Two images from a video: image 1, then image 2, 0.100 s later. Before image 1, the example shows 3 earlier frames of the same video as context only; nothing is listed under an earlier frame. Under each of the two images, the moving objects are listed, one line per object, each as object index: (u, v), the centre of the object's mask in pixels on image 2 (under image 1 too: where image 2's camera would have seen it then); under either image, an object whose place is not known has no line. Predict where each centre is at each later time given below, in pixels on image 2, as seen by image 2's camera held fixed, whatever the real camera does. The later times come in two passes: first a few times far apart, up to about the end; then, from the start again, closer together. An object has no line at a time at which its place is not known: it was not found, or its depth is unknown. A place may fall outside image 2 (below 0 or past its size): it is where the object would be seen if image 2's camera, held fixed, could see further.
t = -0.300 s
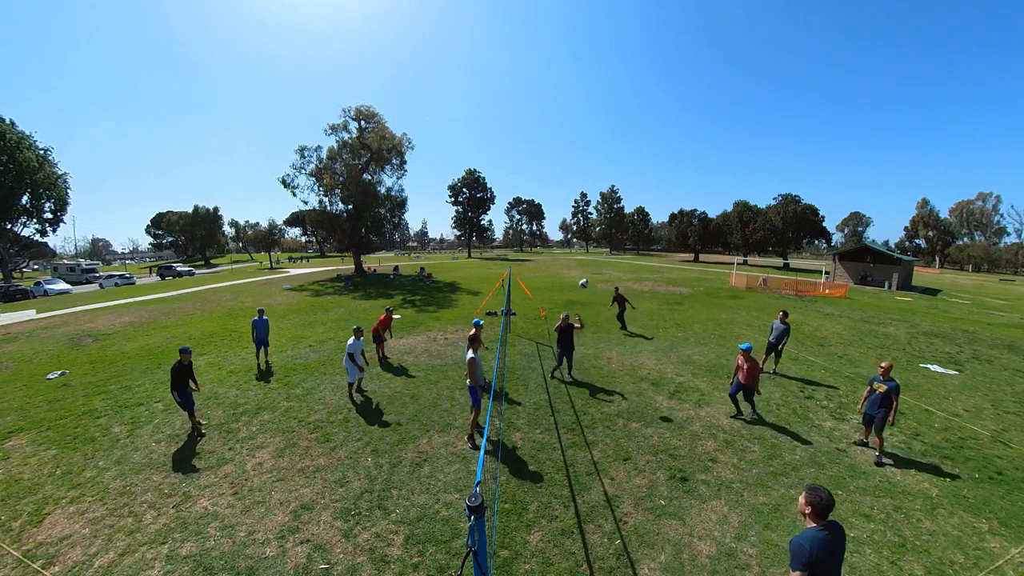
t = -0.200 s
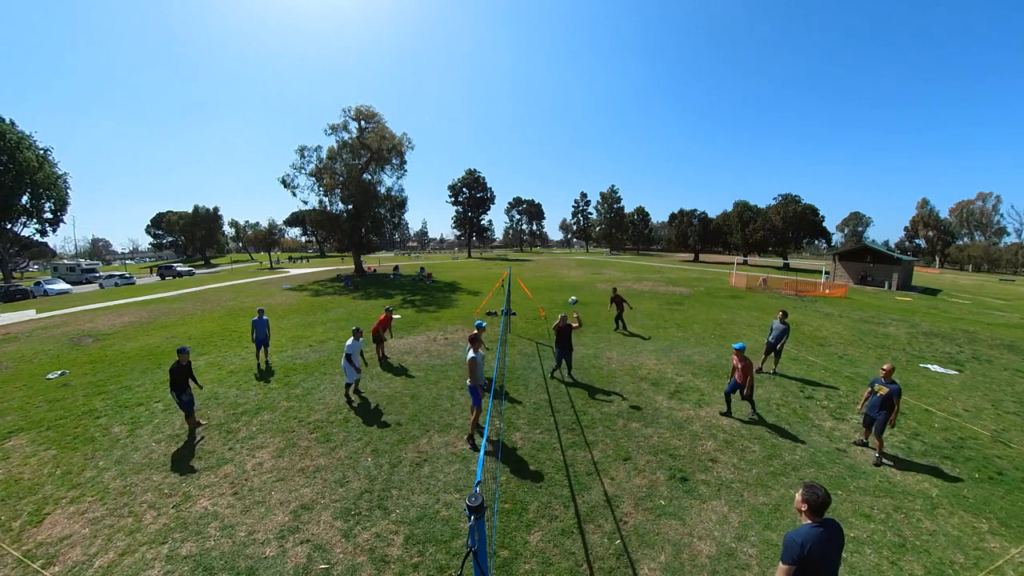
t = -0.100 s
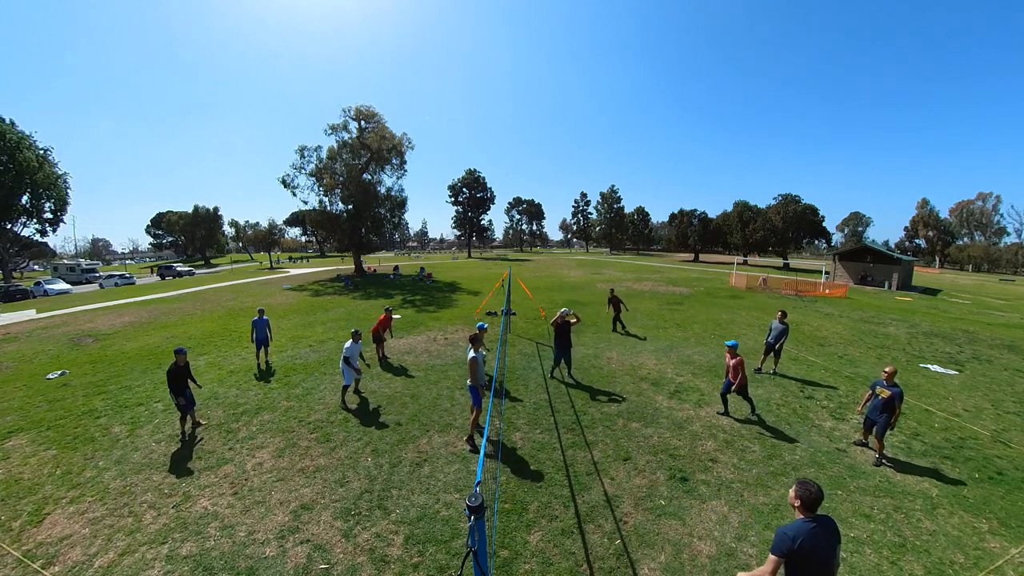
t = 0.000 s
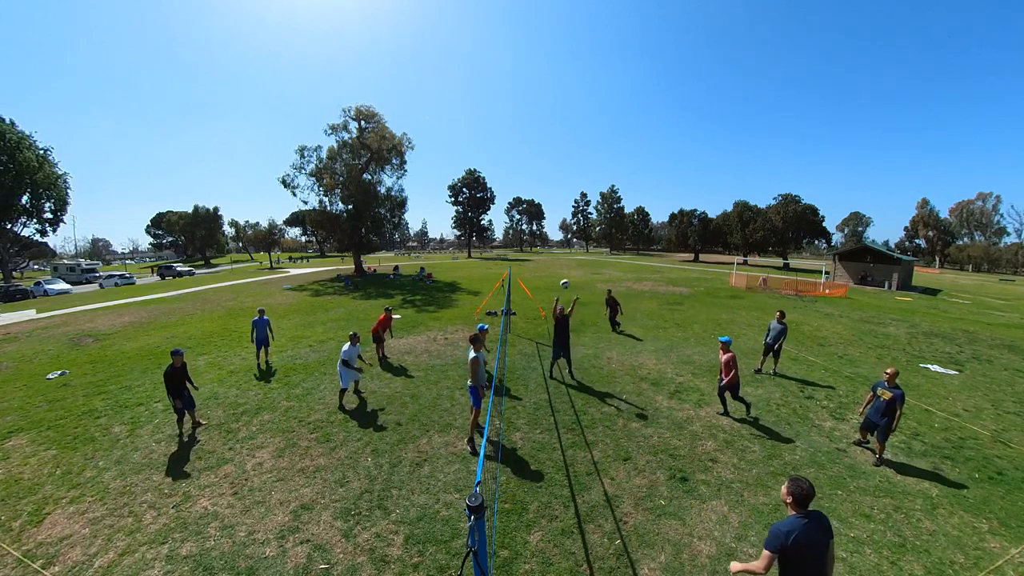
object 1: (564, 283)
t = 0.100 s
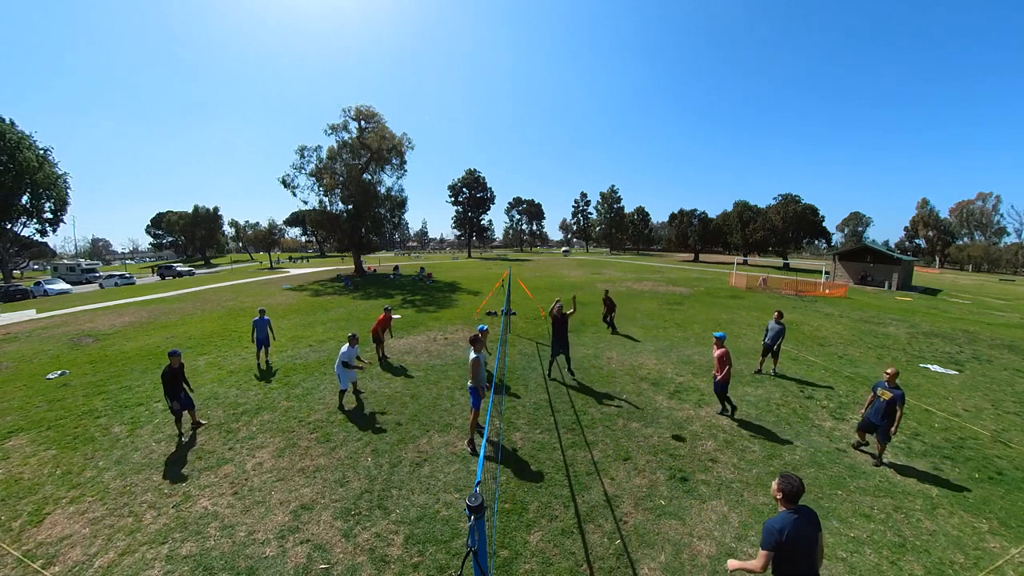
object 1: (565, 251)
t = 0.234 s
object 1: (567, 211)
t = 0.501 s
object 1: (569, 148)
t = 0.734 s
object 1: (571, 117)
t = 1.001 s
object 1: (576, 120)
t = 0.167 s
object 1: (566, 231)
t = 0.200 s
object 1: (567, 221)
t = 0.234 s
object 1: (567, 211)
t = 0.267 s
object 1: (567, 202)
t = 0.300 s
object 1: (567, 193)
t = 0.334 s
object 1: (568, 185)
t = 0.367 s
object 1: (568, 176)
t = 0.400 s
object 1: (568, 169)
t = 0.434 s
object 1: (568, 161)
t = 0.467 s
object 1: (569, 155)
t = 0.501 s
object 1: (569, 148)
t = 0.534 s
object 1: (569, 142)
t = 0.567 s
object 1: (569, 136)
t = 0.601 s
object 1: (570, 131)
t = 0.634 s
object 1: (570, 127)
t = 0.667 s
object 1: (571, 123)
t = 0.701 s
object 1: (571, 120)
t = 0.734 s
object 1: (571, 117)
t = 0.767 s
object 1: (572, 115)
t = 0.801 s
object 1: (572, 114)
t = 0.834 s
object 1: (573, 113)
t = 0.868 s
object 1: (573, 113)
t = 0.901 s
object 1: (574, 113)
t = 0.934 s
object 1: (574, 115)
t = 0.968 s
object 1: (575, 117)
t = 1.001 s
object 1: (576, 120)
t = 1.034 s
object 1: (576, 125)
